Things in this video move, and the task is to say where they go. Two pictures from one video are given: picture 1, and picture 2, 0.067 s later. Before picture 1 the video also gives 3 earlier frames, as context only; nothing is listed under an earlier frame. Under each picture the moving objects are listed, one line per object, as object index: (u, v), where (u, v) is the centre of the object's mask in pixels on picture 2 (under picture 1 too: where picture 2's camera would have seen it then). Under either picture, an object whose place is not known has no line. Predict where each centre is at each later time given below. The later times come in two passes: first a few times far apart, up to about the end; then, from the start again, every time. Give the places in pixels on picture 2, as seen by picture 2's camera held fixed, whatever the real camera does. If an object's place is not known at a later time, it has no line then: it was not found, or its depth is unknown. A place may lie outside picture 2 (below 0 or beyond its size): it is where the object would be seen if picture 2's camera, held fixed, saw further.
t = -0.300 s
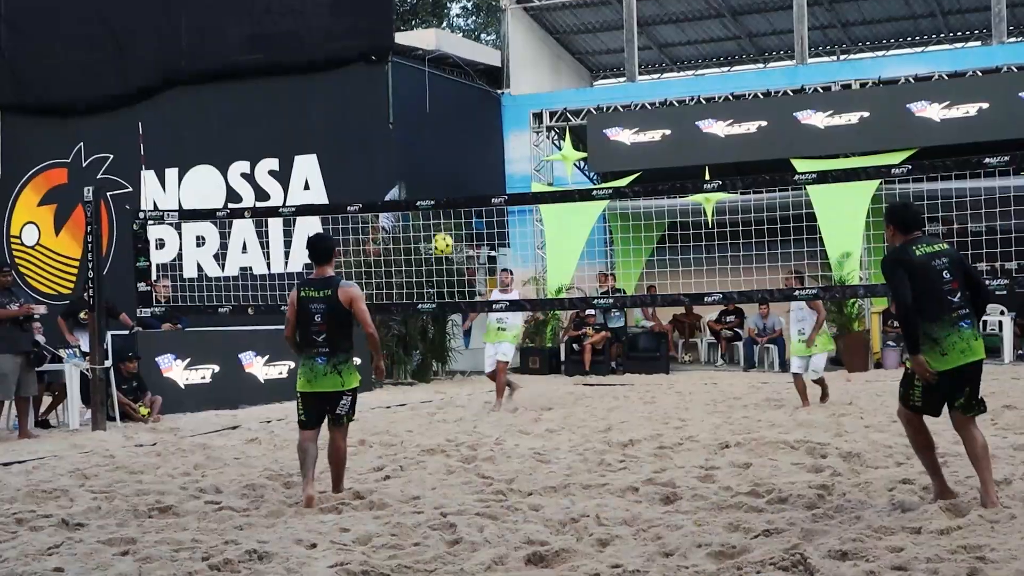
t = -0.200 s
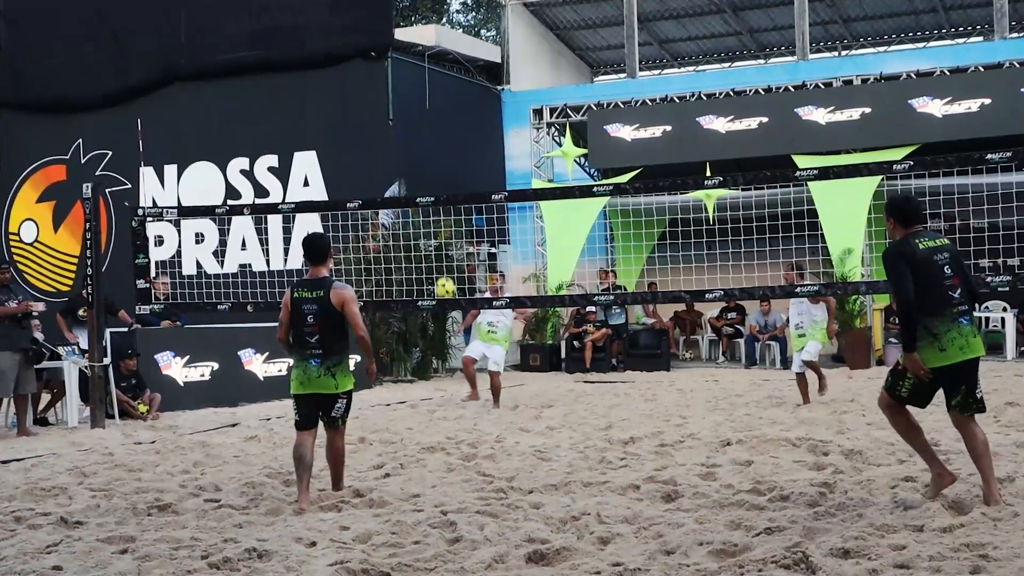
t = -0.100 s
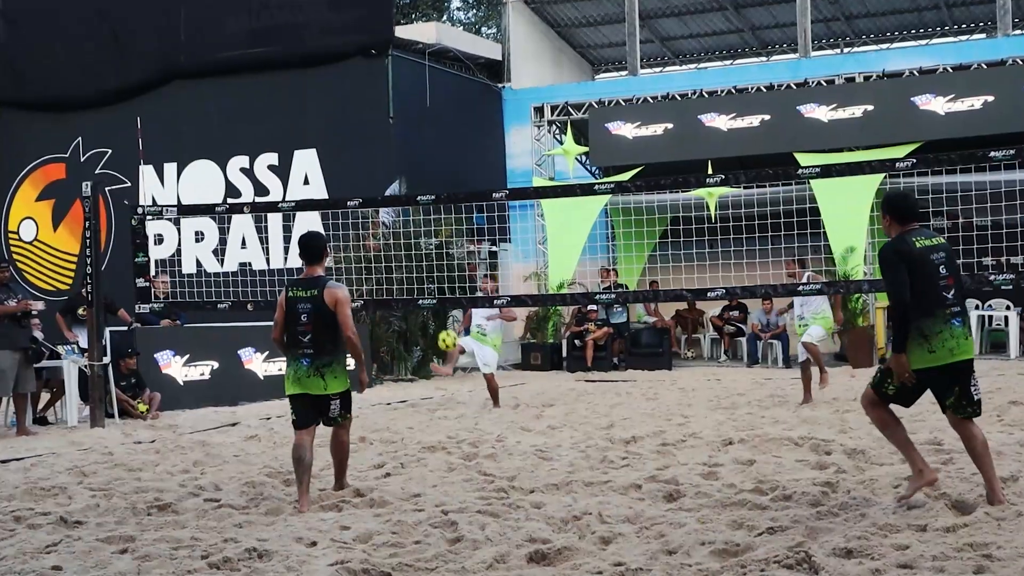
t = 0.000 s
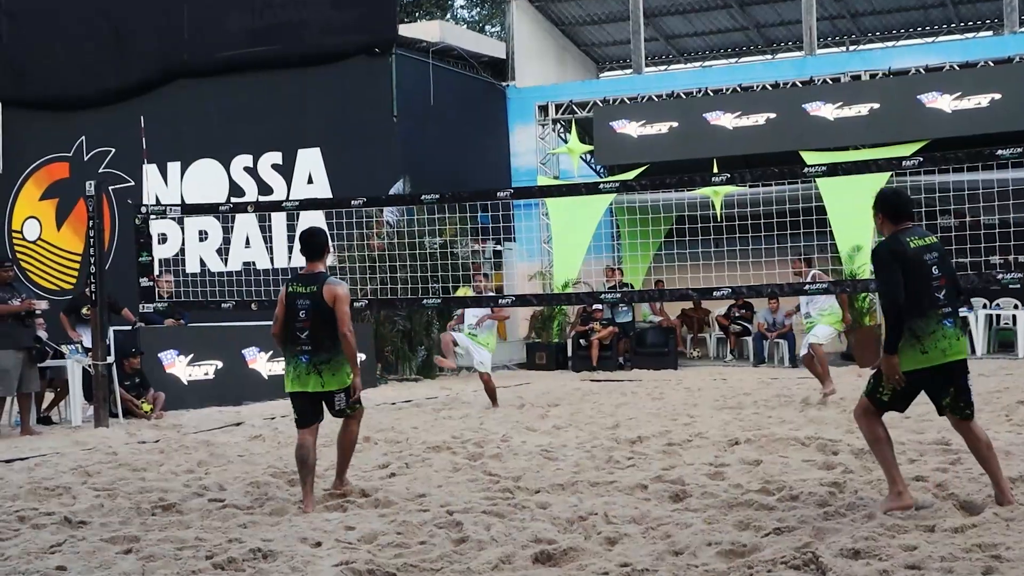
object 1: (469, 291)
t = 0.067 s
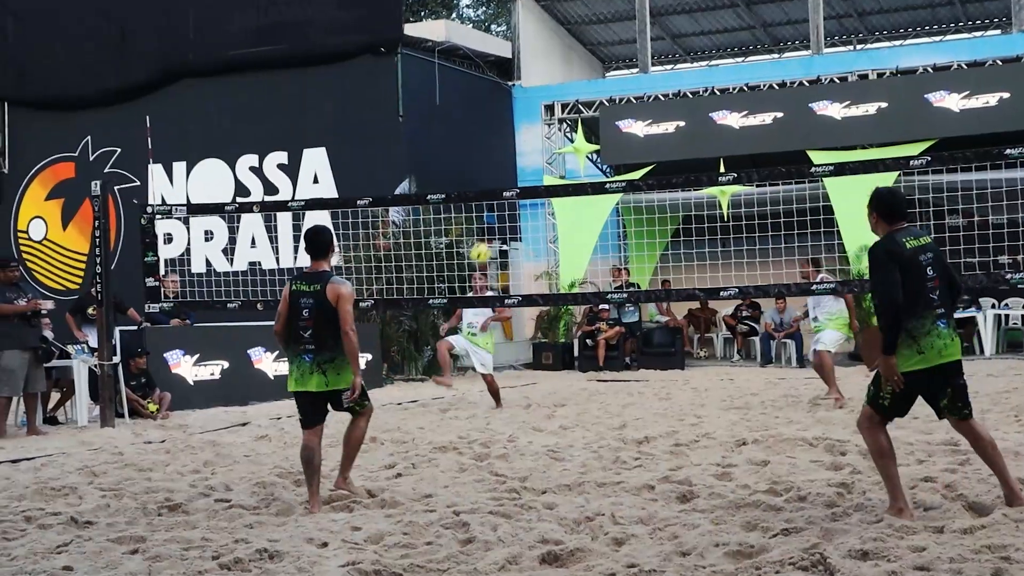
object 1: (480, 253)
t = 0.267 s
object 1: (515, 144)
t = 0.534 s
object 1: (568, 50)
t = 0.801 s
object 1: (618, 18)
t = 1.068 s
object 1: (680, 66)
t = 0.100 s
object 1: (485, 233)
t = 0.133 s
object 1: (491, 214)
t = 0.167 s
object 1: (497, 187)
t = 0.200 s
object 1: (503, 177)
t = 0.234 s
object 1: (509, 160)
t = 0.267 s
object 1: (515, 144)
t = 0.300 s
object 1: (522, 129)
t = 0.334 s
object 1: (529, 115)
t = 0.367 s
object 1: (535, 101)
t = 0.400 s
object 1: (542, 89)
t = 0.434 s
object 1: (549, 78)
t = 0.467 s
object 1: (556, 68)
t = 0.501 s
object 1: (562, 58)
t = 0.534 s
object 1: (568, 50)
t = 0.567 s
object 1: (575, 43)
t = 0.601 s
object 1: (581, 37)
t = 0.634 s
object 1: (587, 32)
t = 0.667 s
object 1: (593, 27)
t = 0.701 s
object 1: (599, 24)
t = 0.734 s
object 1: (605, 22)
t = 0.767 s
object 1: (611, 21)
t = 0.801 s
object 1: (618, 18)
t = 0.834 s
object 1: (626, 22)
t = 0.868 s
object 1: (633, 24)
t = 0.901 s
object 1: (640, 28)
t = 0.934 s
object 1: (648, 33)
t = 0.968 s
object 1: (656, 40)
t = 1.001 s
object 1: (663, 47)
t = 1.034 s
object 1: (672, 55)
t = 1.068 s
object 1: (680, 66)
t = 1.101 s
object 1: (688, 78)
